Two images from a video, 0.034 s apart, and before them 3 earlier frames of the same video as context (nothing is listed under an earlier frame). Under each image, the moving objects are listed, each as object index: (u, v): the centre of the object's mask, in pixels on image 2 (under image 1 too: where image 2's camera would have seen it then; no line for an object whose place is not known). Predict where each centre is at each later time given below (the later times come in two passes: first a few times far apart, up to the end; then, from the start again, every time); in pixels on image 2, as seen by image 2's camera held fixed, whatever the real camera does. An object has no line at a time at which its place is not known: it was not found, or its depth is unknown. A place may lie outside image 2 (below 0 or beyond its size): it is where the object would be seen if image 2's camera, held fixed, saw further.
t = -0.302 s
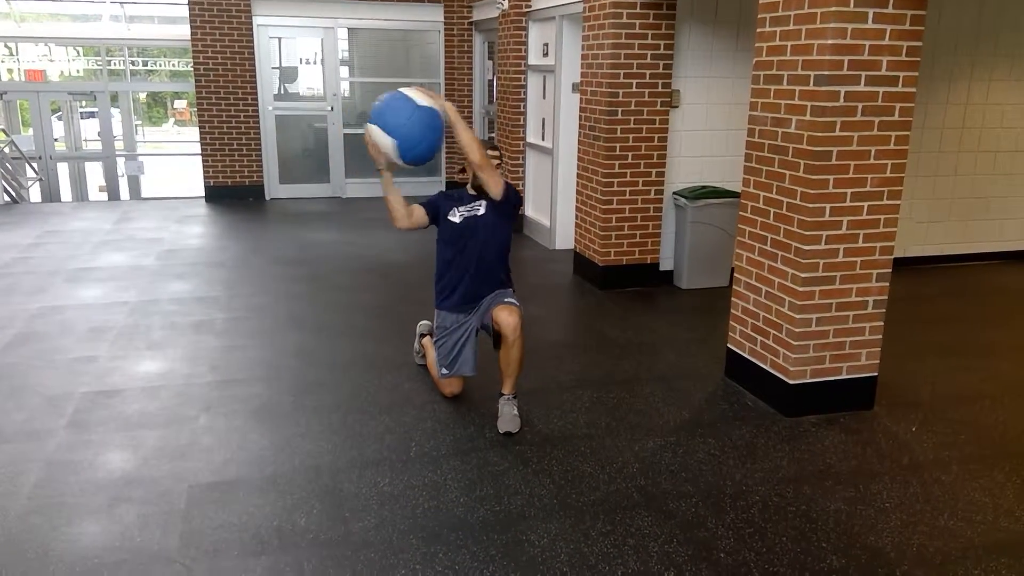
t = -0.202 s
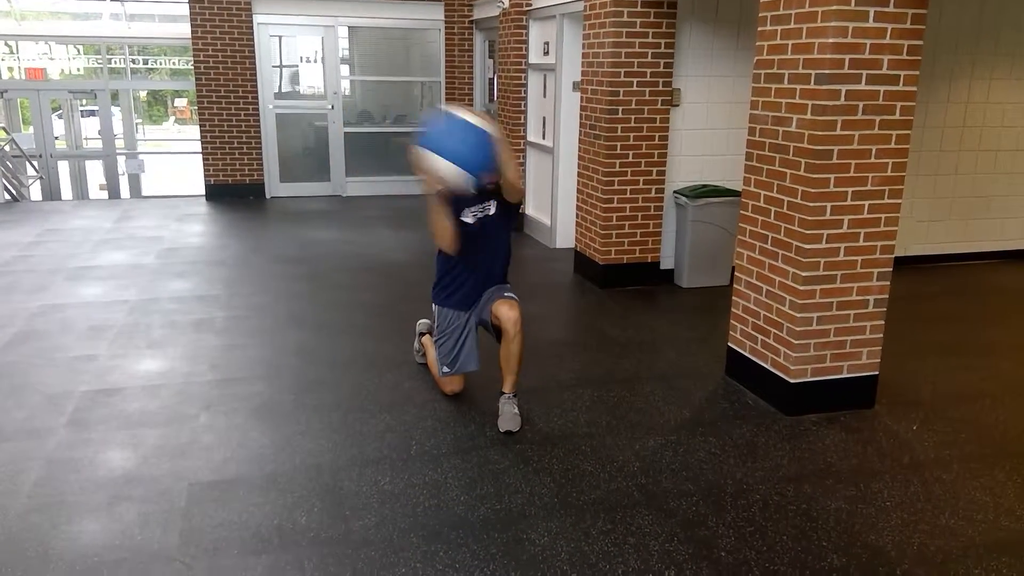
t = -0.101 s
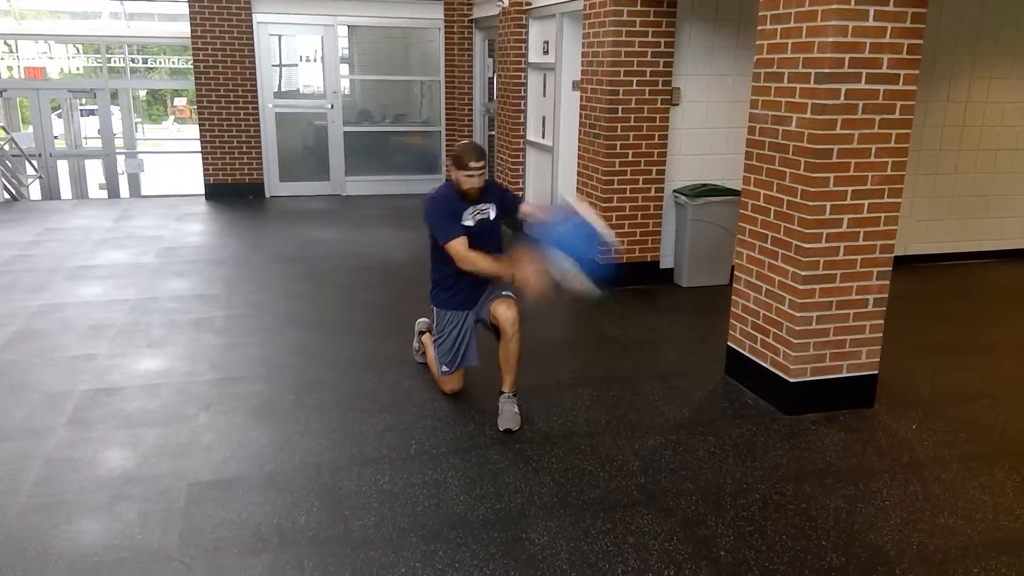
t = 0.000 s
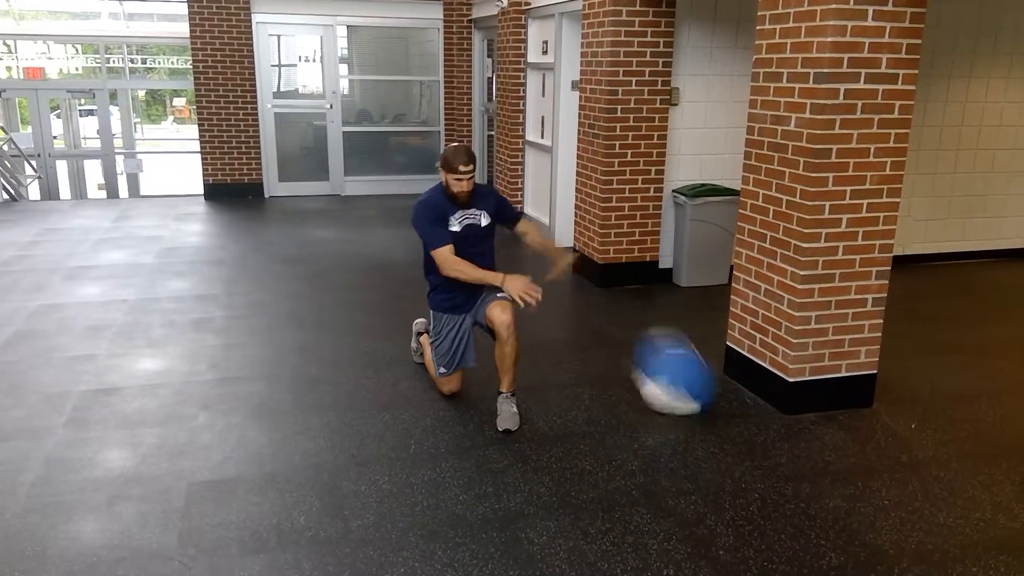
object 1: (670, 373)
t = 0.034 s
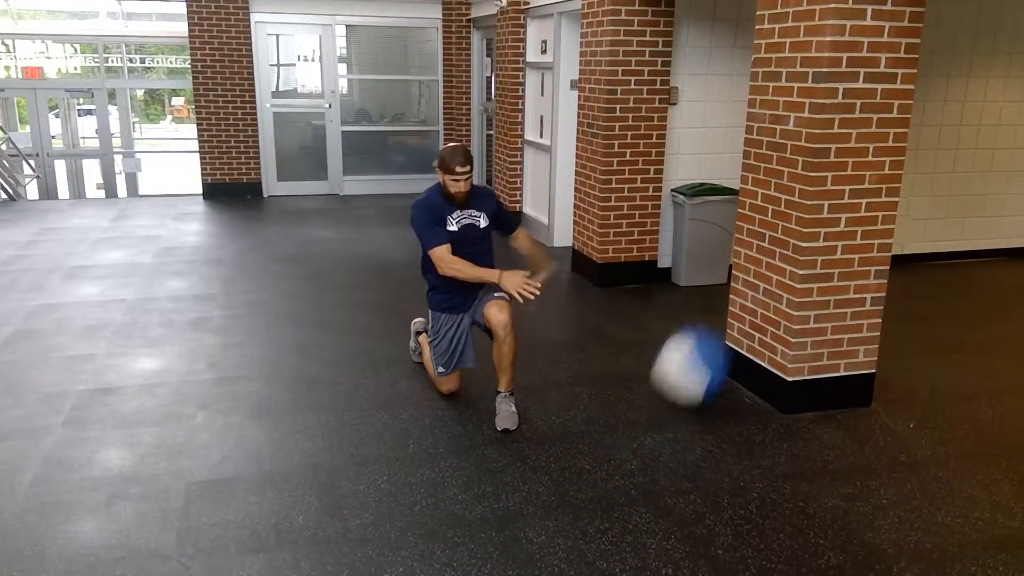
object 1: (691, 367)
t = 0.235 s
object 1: (707, 265)
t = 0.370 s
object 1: (663, 243)
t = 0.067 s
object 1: (708, 341)
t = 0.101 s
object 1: (729, 318)
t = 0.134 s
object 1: (738, 302)
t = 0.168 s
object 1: (727, 288)
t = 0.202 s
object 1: (717, 275)
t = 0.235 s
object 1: (707, 265)
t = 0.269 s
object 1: (696, 256)
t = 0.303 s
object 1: (685, 248)
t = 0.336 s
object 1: (675, 246)
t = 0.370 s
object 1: (663, 243)
